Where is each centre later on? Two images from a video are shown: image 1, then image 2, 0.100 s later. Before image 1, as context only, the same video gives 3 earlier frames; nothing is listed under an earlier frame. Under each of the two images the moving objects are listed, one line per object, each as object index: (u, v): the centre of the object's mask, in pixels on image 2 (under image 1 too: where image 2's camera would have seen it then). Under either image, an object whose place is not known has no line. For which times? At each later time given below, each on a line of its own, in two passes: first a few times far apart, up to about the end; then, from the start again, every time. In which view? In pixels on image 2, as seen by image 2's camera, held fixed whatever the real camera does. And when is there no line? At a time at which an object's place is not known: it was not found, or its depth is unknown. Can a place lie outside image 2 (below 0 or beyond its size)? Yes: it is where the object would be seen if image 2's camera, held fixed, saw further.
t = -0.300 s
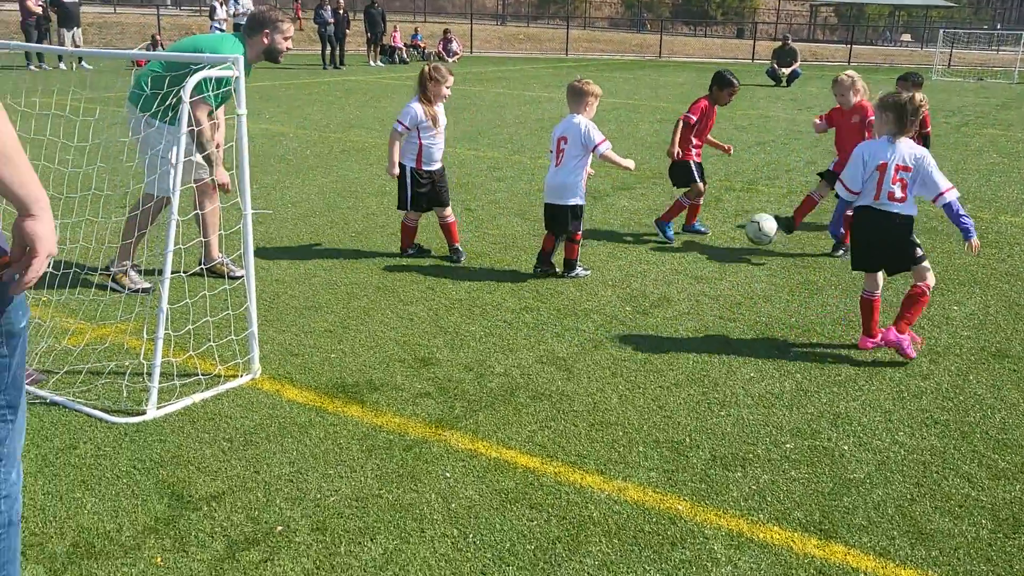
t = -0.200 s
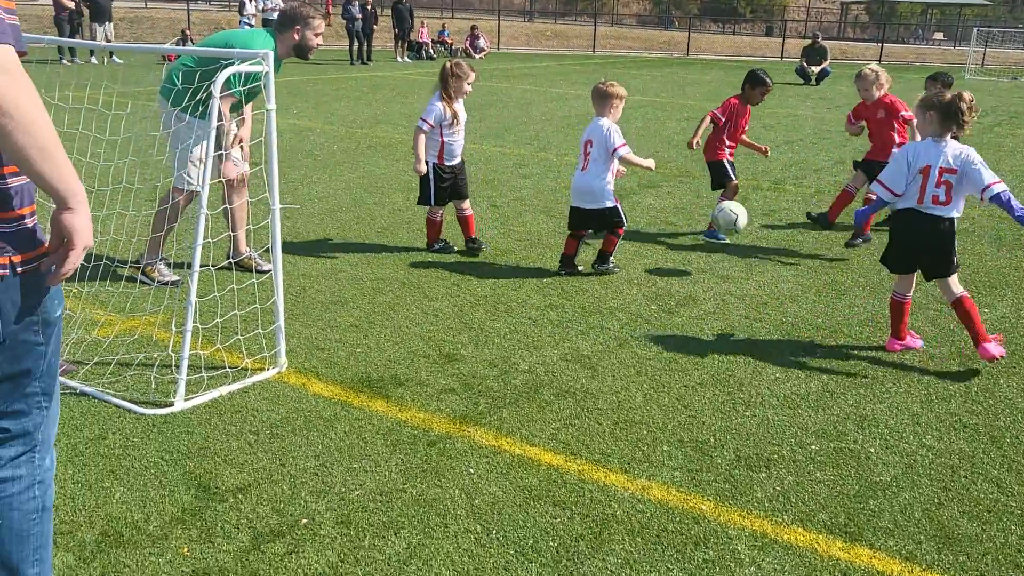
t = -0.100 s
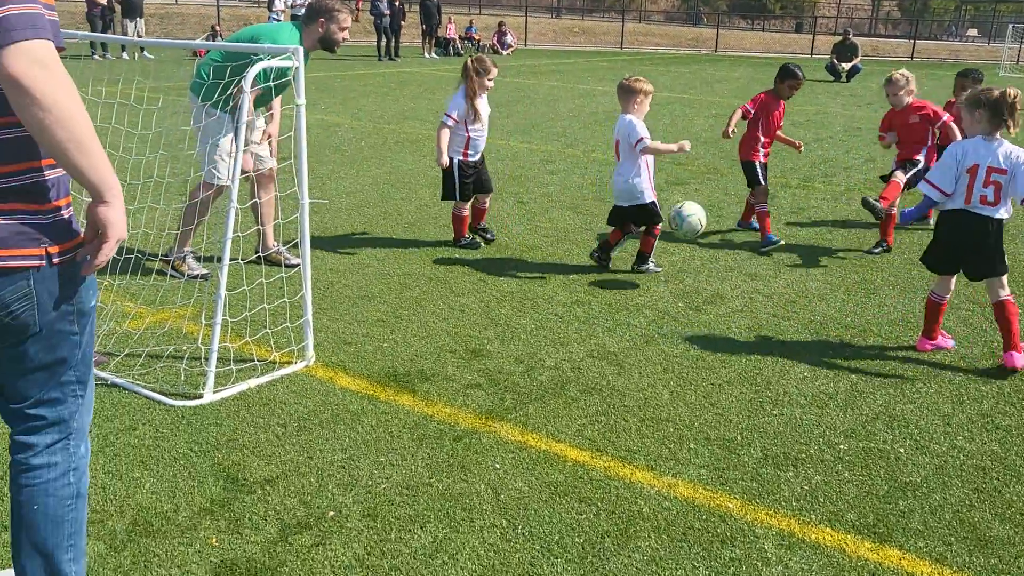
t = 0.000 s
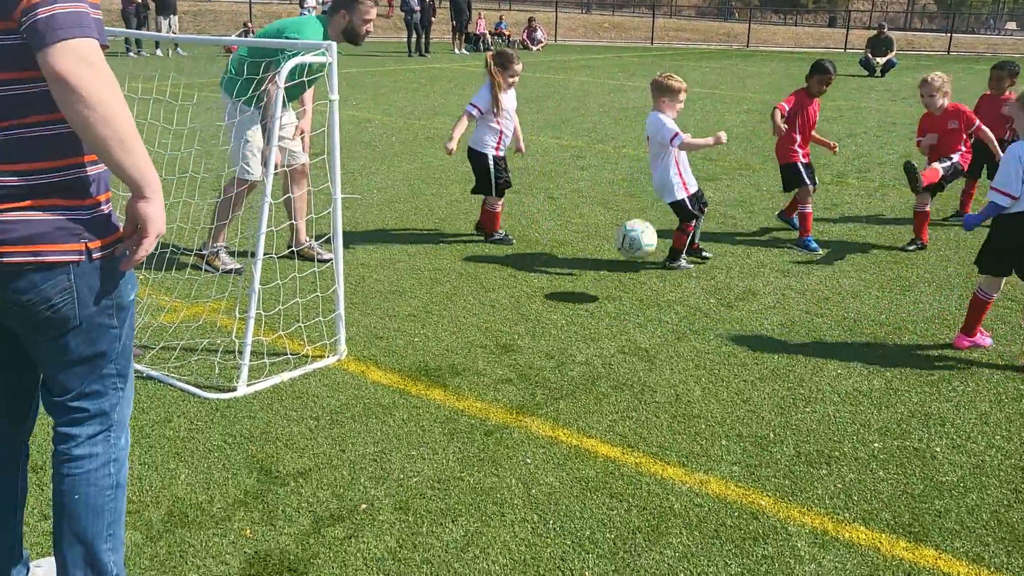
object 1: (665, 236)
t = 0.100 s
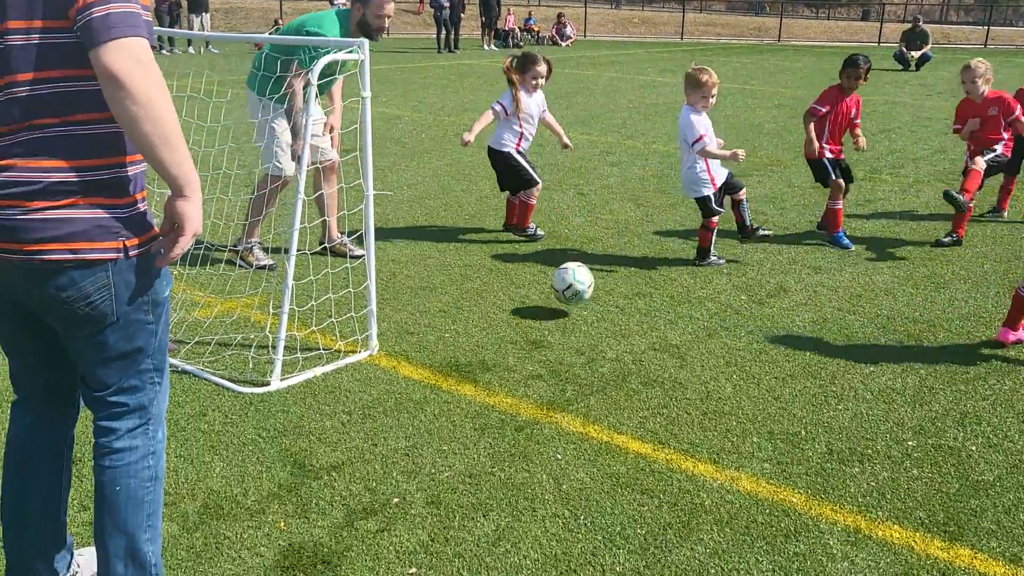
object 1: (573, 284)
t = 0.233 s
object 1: (479, 291)
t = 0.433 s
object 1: (413, 299)
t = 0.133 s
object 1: (540, 304)
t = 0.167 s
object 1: (520, 299)
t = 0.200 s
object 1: (500, 293)
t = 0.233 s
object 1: (479, 291)
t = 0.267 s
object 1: (458, 291)
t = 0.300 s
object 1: (435, 292)
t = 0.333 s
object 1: (412, 299)
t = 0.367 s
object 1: (398, 303)
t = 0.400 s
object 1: (405, 300)
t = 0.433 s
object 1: (413, 299)
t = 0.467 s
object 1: (419, 301)
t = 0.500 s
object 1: (427, 306)
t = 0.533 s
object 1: (434, 313)
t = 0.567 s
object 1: (441, 324)
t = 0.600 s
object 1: (449, 338)
